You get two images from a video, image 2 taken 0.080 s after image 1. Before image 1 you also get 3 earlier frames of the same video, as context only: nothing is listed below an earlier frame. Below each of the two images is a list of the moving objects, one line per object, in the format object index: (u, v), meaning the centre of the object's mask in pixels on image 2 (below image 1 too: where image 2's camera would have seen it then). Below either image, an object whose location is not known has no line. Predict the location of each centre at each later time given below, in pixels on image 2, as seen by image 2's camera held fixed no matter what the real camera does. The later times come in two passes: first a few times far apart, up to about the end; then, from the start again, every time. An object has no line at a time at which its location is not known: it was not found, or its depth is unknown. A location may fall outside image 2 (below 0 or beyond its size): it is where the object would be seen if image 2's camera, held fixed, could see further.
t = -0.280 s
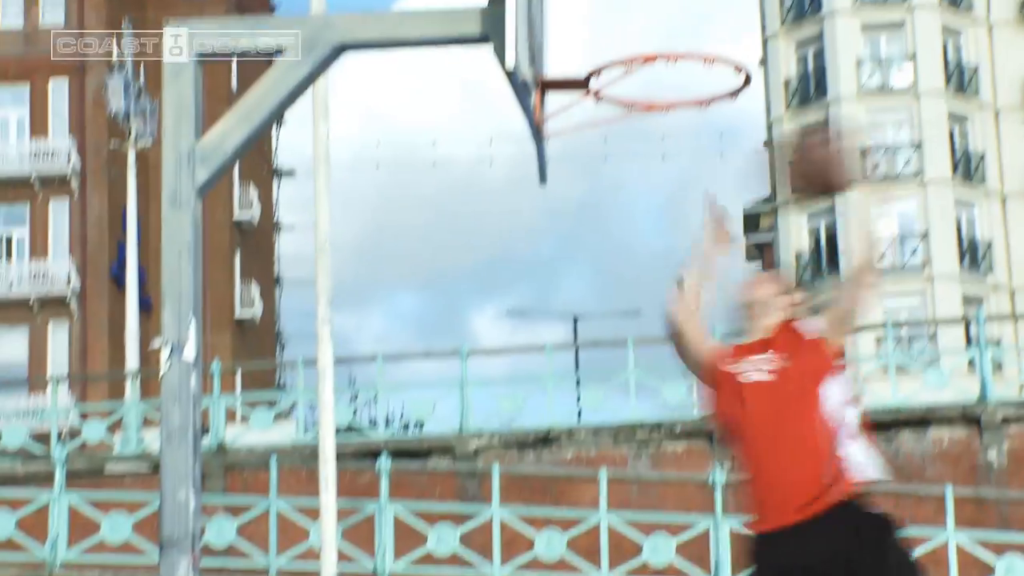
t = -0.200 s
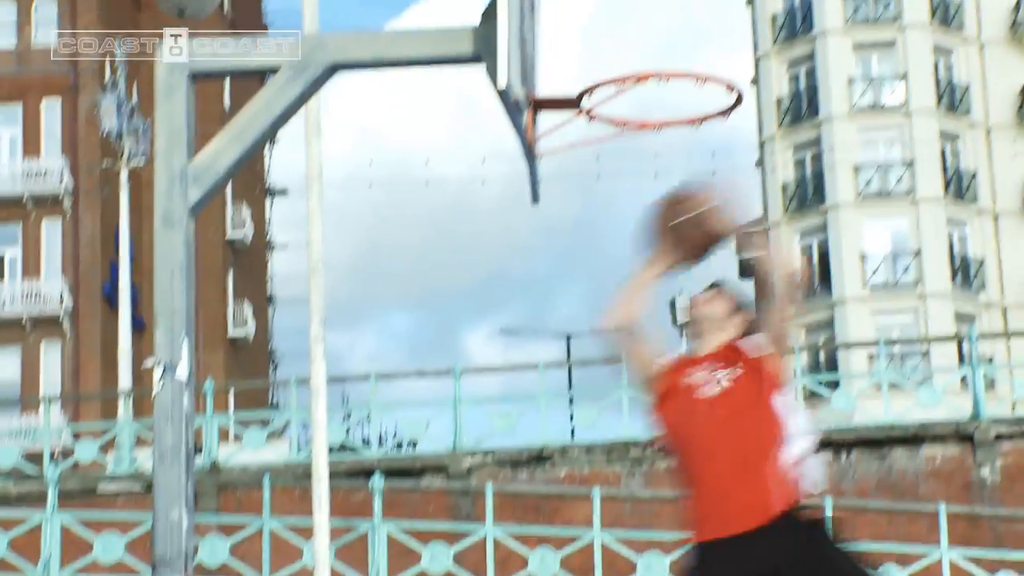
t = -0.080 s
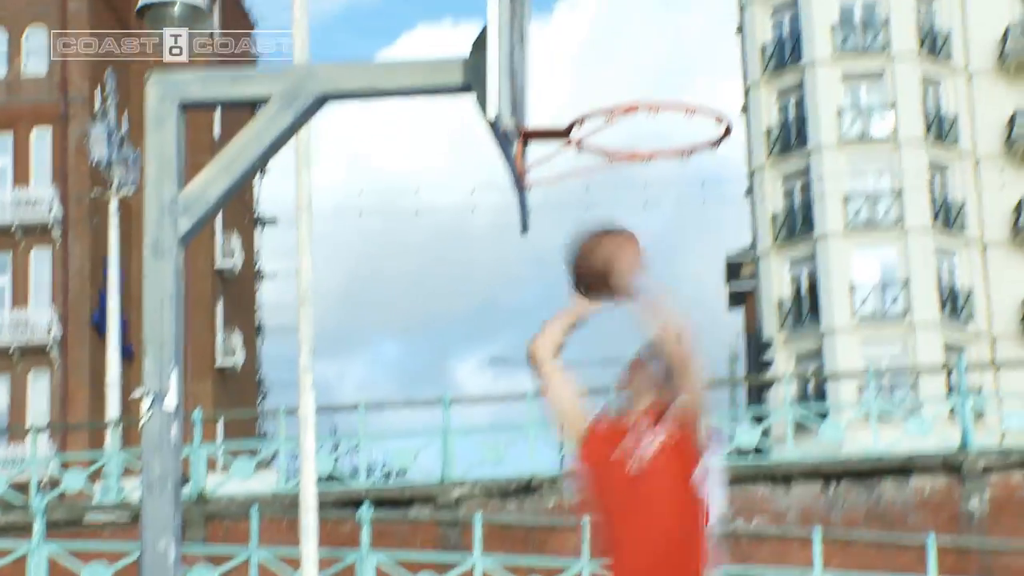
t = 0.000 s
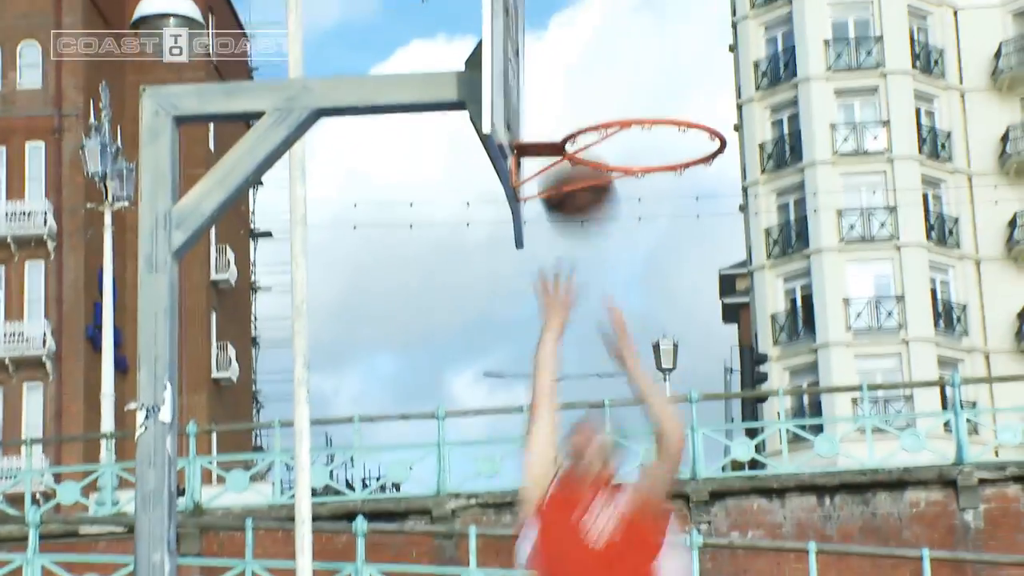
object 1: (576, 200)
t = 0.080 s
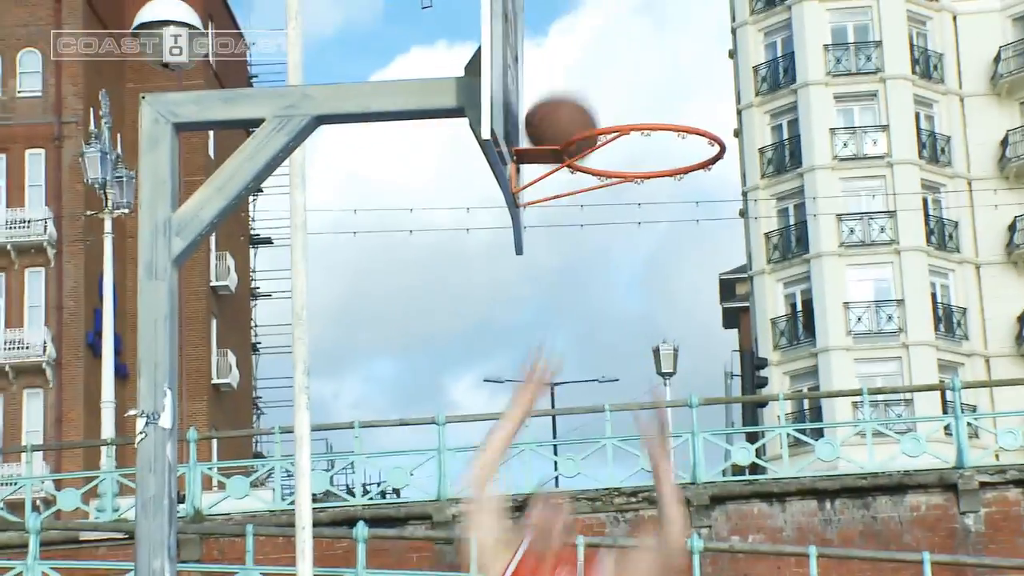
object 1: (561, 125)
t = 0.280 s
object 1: (609, 95)
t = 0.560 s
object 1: (639, 98)
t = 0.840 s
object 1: (634, 112)
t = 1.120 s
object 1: (646, 274)
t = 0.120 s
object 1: (569, 109)
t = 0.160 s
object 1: (579, 100)
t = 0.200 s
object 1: (590, 95)
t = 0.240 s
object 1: (599, 93)
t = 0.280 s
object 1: (609, 95)
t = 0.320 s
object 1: (621, 99)
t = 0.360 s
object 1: (634, 115)
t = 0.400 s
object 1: (644, 133)
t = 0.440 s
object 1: (645, 122)
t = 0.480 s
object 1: (643, 111)
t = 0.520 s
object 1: (640, 99)
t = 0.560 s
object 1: (639, 98)
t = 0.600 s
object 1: (638, 107)
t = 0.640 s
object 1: (638, 116)
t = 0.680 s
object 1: (638, 131)
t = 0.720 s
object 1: (636, 123)
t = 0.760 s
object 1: (635, 115)
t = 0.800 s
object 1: (634, 111)
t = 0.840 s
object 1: (634, 112)
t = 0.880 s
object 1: (635, 118)
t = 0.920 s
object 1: (637, 131)
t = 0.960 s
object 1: (637, 155)
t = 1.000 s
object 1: (637, 173)
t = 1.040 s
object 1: (638, 201)
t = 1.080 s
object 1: (641, 236)
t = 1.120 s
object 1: (646, 274)
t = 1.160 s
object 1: (651, 321)
